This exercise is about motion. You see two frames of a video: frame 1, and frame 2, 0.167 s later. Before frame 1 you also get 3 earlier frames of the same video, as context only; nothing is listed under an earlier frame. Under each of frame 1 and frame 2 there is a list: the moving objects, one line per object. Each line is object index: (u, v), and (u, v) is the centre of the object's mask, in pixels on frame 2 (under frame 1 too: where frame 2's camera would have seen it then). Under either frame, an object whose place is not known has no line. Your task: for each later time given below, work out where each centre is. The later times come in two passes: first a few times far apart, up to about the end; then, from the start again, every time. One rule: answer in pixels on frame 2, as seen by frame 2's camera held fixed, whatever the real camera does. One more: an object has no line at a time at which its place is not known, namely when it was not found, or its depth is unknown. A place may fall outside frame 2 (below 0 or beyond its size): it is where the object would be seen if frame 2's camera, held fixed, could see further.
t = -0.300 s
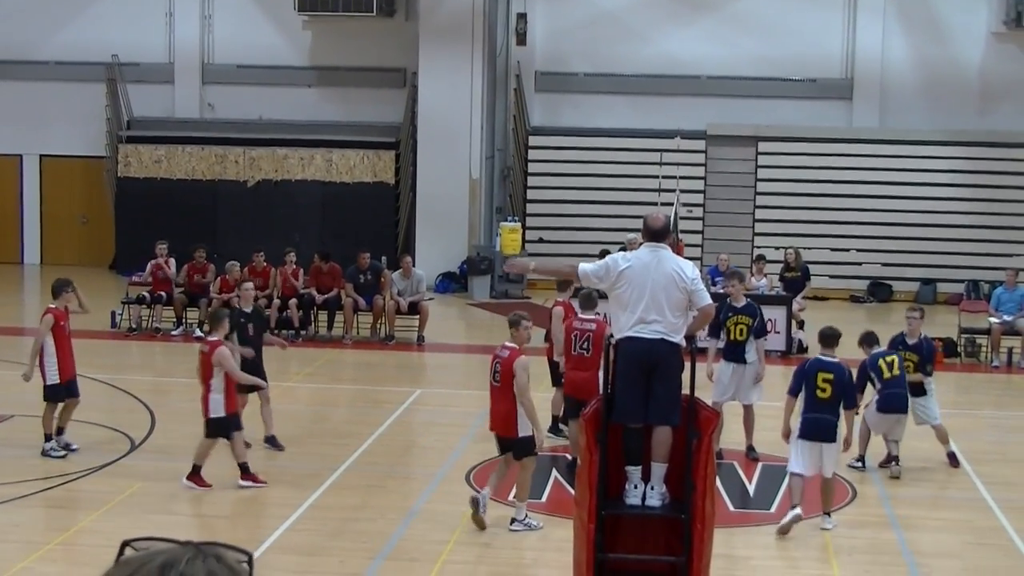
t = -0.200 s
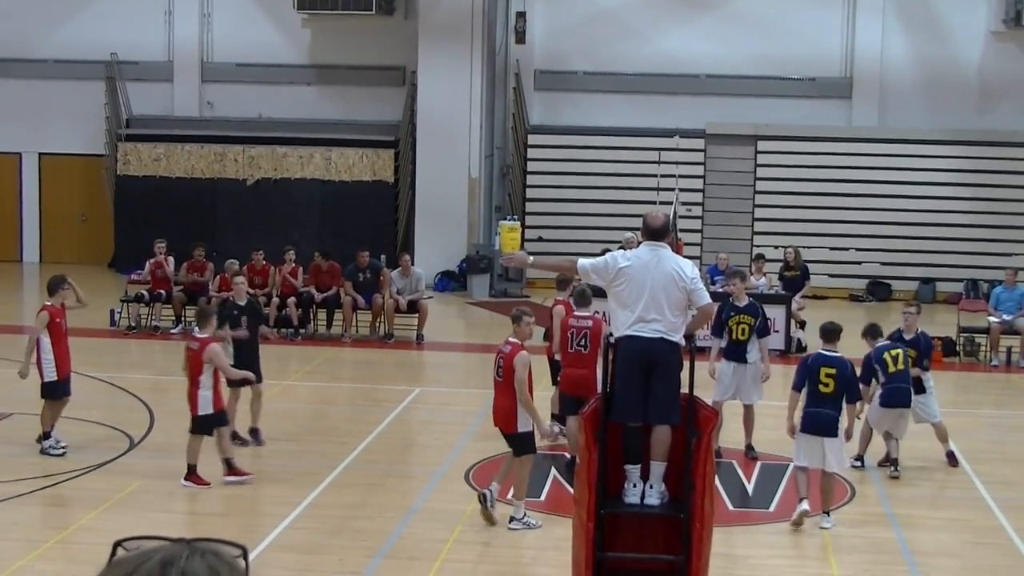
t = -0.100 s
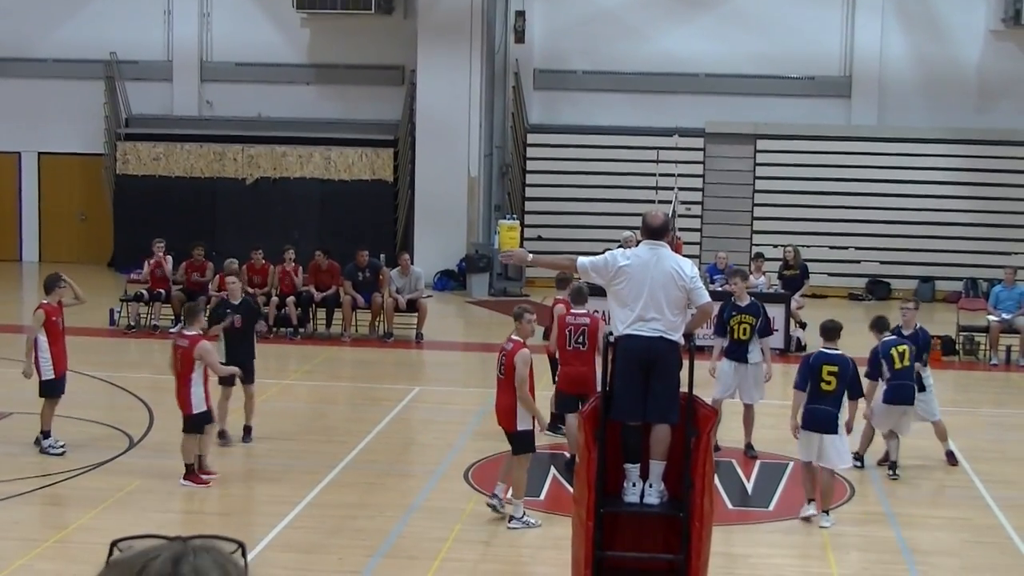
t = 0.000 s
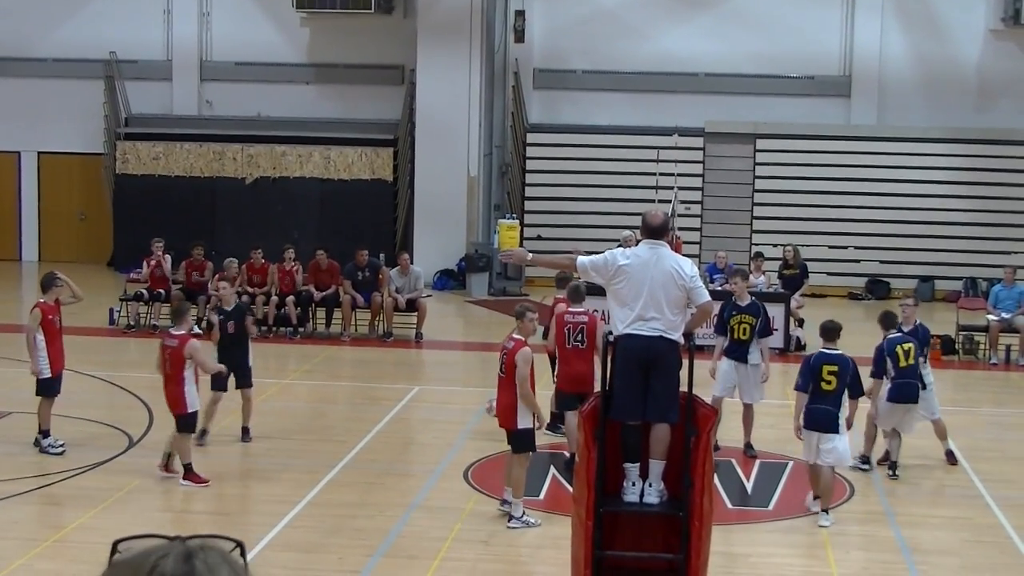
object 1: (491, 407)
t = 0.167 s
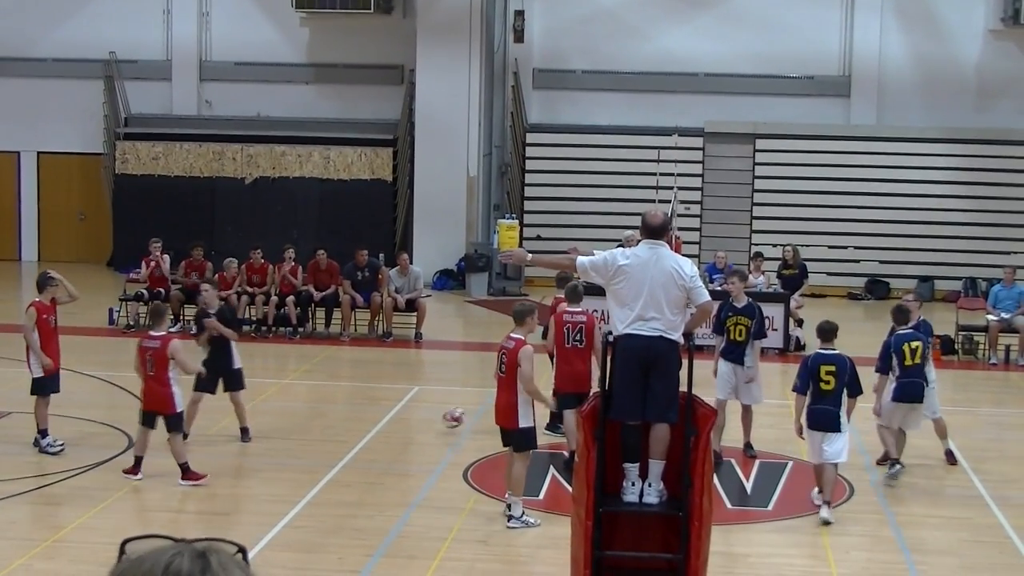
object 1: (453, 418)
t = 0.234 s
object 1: (436, 419)
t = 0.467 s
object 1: (382, 401)
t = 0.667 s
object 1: (336, 404)
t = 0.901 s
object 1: (287, 400)
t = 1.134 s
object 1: (242, 391)
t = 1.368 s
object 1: (200, 388)
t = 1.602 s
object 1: (159, 386)
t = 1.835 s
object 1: (122, 383)
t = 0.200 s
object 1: (445, 423)
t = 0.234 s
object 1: (436, 419)
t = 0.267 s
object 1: (429, 413)
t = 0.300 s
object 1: (419, 408)
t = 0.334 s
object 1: (414, 405)
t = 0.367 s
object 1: (406, 402)
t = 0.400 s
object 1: (397, 401)
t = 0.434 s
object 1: (390, 400)
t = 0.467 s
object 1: (382, 401)
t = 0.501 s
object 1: (374, 402)
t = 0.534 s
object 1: (365, 405)
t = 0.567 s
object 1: (359, 408)
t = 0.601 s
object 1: (351, 412)
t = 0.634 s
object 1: (343, 408)
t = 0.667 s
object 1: (336, 404)
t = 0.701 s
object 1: (330, 401)
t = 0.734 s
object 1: (323, 397)
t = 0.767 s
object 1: (315, 396)
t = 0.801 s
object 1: (310, 395)
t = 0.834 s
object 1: (303, 395)
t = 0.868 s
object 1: (295, 396)
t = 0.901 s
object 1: (287, 400)
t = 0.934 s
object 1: (281, 403)
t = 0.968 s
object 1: (275, 402)
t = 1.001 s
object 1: (268, 398)
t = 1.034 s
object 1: (262, 395)
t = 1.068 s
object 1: (257, 392)
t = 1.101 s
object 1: (249, 391)
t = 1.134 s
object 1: (242, 391)
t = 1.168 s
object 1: (236, 392)
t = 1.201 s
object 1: (230, 394)
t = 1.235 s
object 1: (224, 396)
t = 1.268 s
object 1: (217, 394)
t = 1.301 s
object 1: (213, 391)
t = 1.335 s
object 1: (206, 389)
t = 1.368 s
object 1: (200, 388)
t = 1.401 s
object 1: (193, 390)
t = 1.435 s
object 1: (188, 391)
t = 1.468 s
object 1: (182, 390)
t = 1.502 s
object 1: (176, 389)
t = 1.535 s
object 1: (170, 385)
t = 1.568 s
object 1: (165, 385)
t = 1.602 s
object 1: (159, 386)
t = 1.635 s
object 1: (154, 387)
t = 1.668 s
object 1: (147, 385)
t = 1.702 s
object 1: (142, 383)
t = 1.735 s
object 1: (136, 382)
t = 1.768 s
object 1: (131, 382)
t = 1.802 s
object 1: (127, 382)
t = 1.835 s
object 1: (122, 383)
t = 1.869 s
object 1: (116, 380)
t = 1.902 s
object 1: (111, 378)
